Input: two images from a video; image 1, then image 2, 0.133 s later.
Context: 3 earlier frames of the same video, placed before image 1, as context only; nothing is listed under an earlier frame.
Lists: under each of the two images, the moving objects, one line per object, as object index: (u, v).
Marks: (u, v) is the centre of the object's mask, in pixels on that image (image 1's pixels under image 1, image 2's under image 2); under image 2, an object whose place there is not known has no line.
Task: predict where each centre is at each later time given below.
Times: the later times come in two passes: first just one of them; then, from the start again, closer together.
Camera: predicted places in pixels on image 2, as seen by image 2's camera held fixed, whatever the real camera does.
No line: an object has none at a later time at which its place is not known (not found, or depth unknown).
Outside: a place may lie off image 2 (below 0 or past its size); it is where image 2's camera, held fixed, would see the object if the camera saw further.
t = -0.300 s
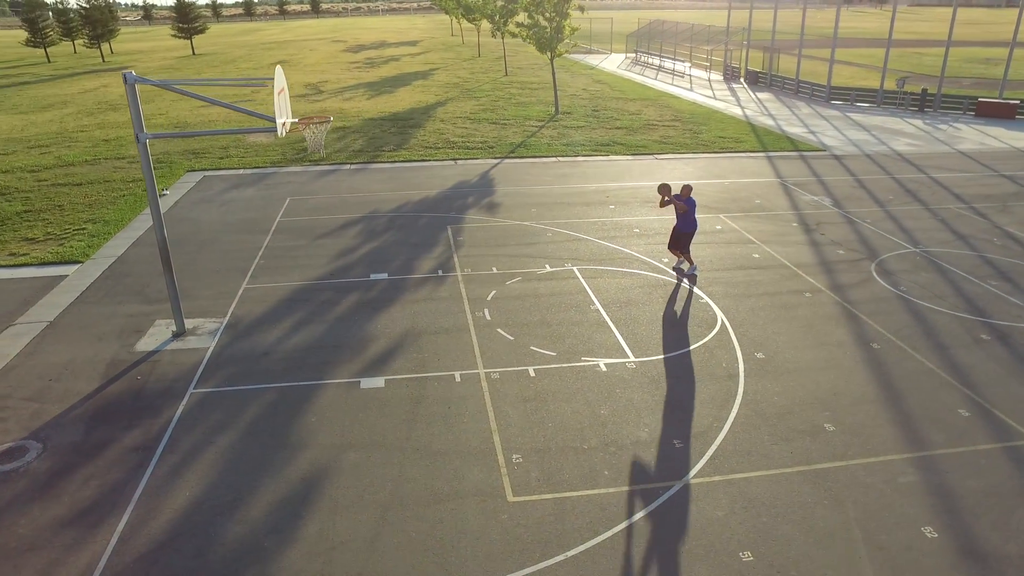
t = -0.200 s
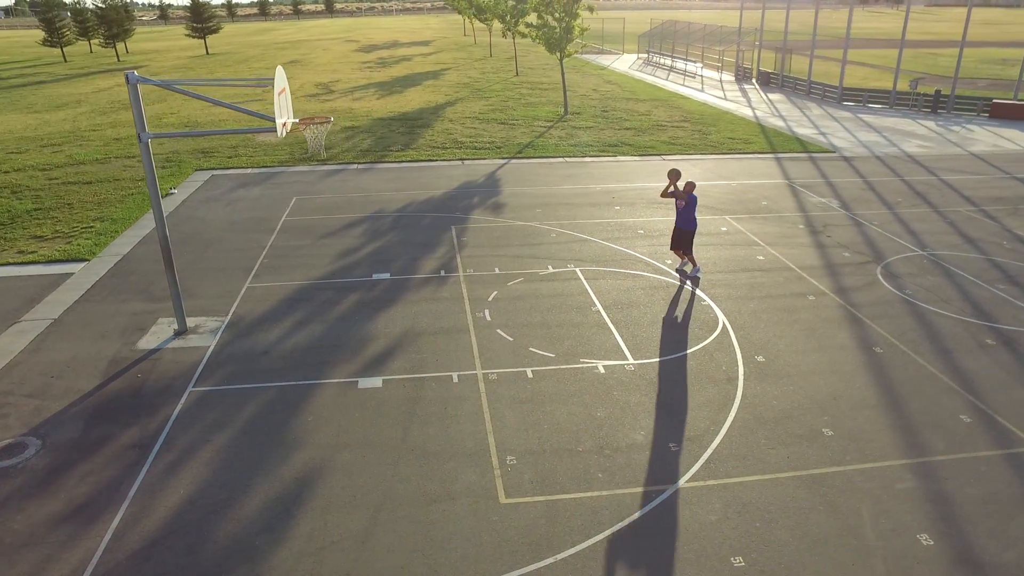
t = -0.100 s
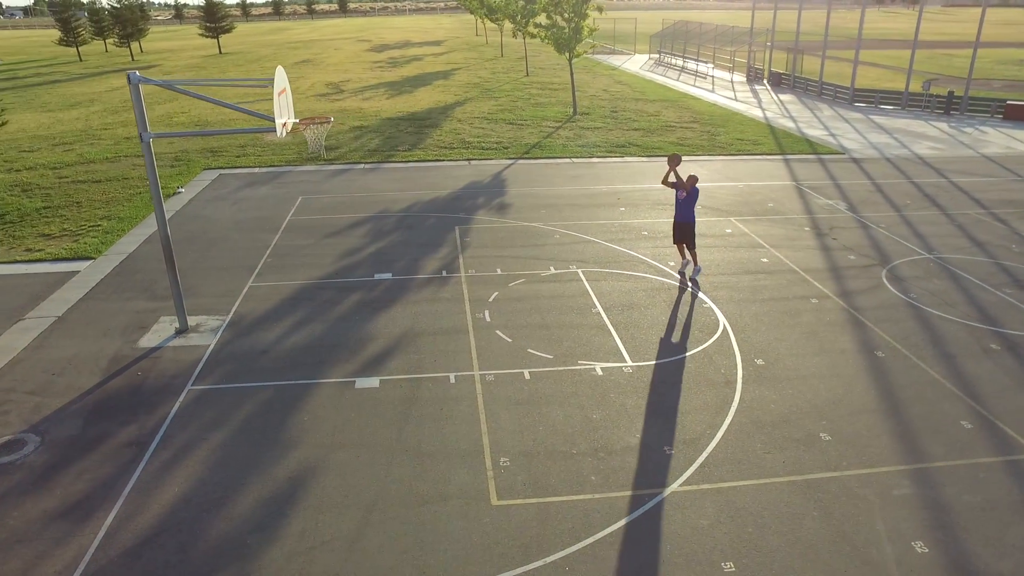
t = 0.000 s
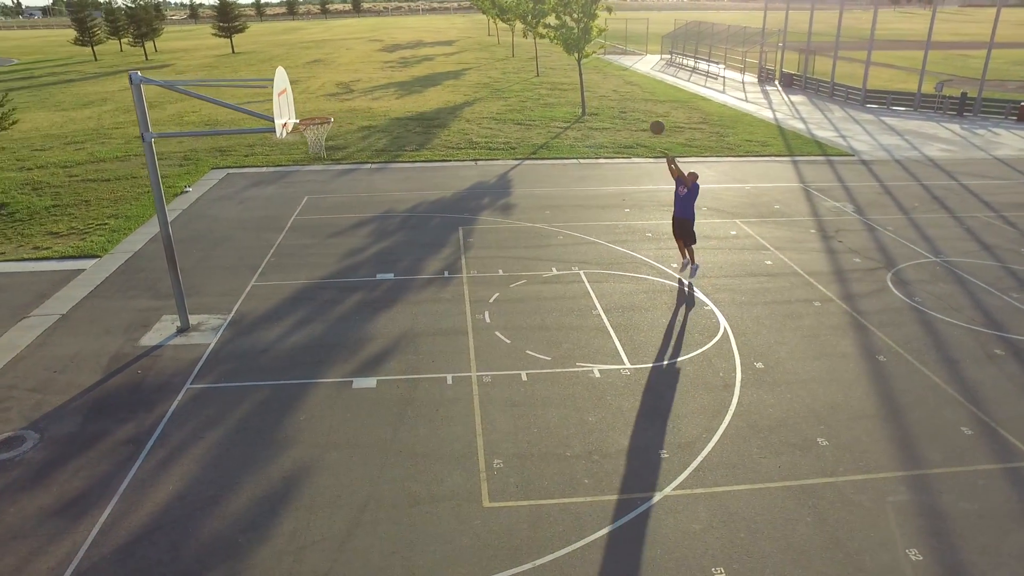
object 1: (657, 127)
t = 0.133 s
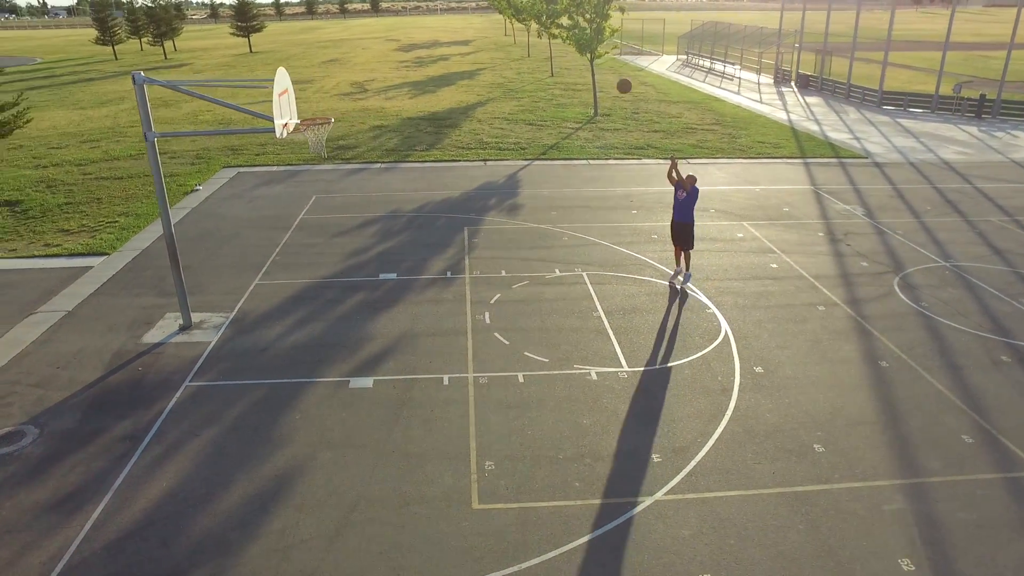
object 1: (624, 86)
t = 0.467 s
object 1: (490, 21)
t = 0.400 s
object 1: (518, 29)
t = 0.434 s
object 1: (504, 25)
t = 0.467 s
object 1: (490, 21)
